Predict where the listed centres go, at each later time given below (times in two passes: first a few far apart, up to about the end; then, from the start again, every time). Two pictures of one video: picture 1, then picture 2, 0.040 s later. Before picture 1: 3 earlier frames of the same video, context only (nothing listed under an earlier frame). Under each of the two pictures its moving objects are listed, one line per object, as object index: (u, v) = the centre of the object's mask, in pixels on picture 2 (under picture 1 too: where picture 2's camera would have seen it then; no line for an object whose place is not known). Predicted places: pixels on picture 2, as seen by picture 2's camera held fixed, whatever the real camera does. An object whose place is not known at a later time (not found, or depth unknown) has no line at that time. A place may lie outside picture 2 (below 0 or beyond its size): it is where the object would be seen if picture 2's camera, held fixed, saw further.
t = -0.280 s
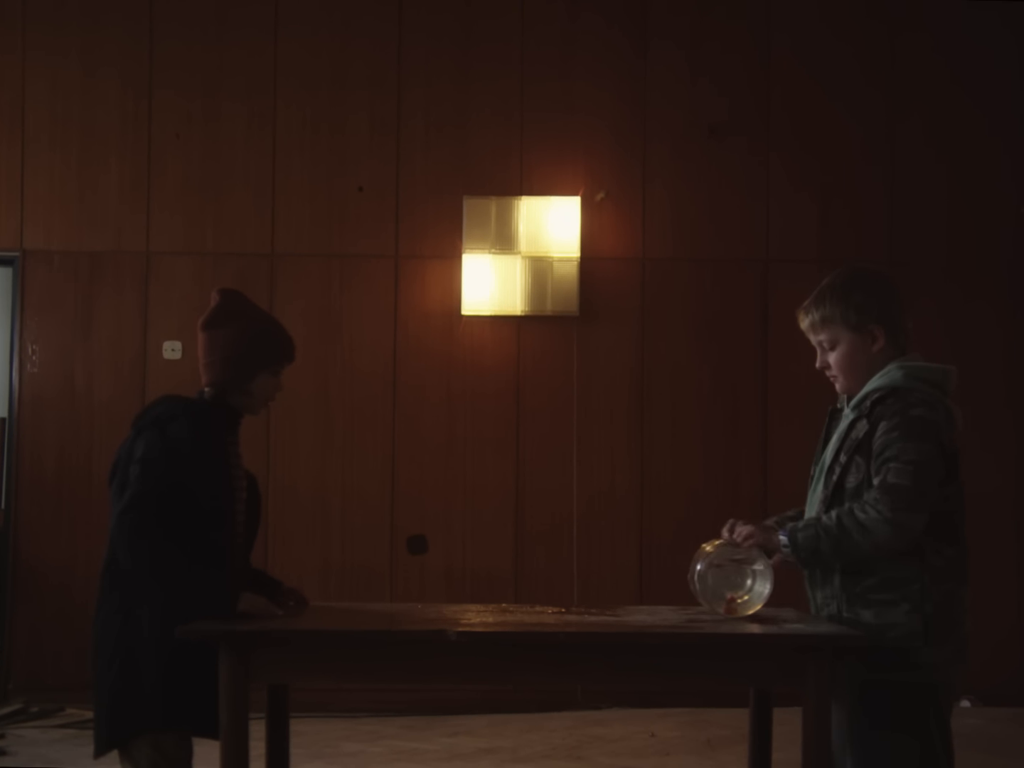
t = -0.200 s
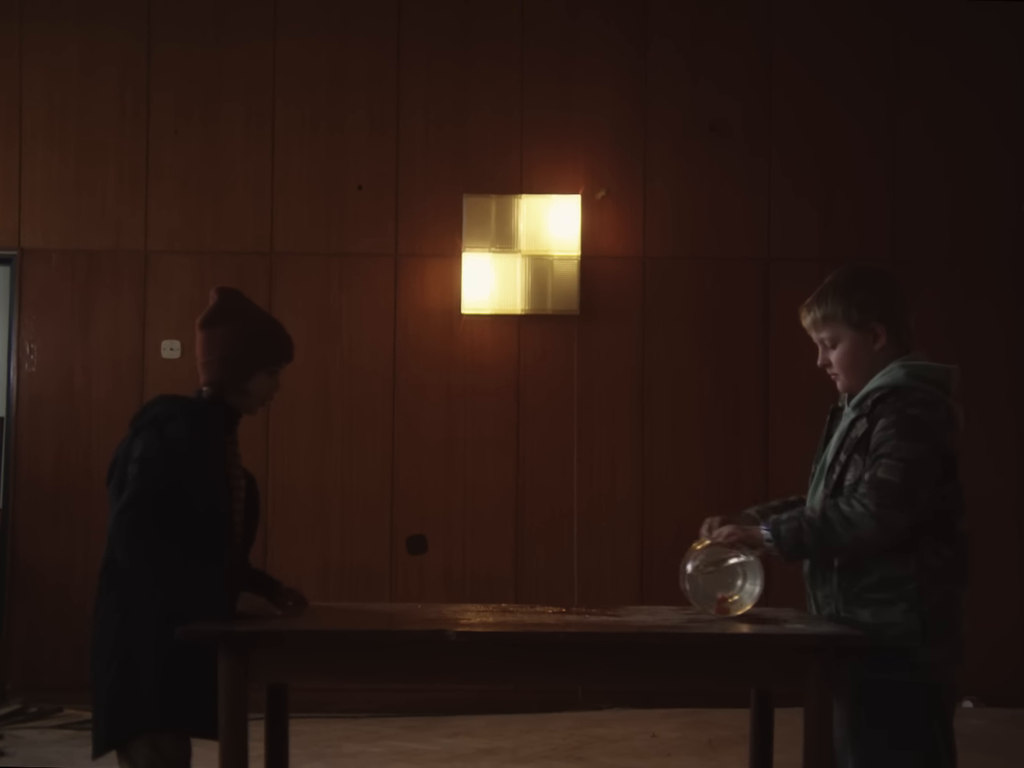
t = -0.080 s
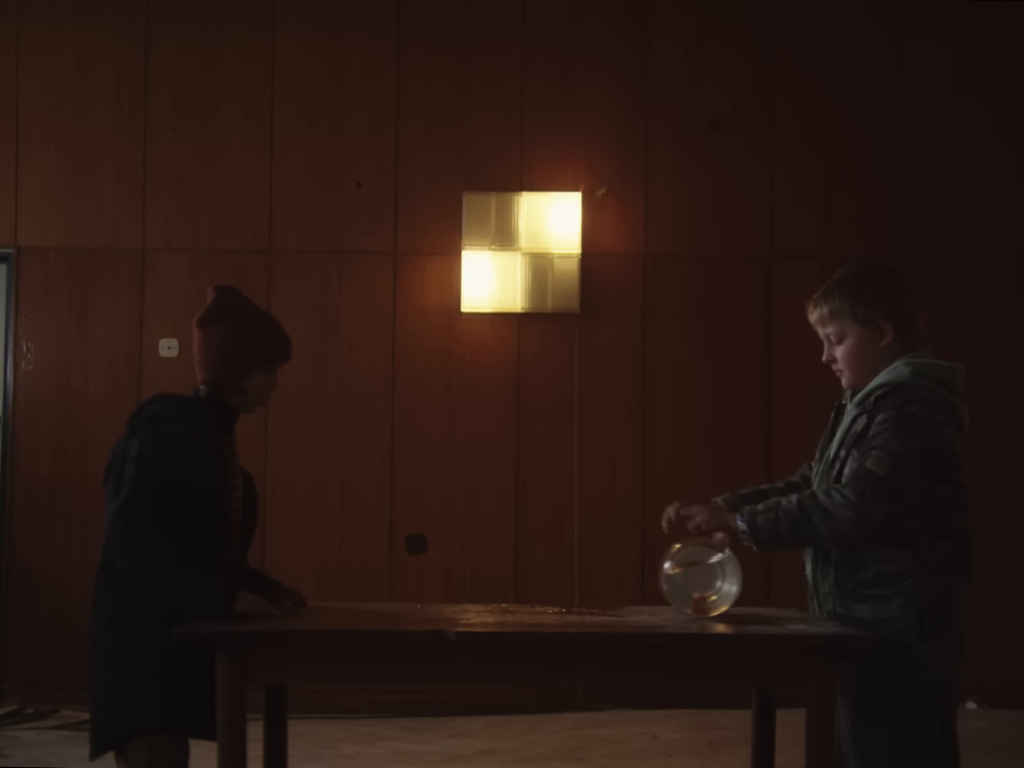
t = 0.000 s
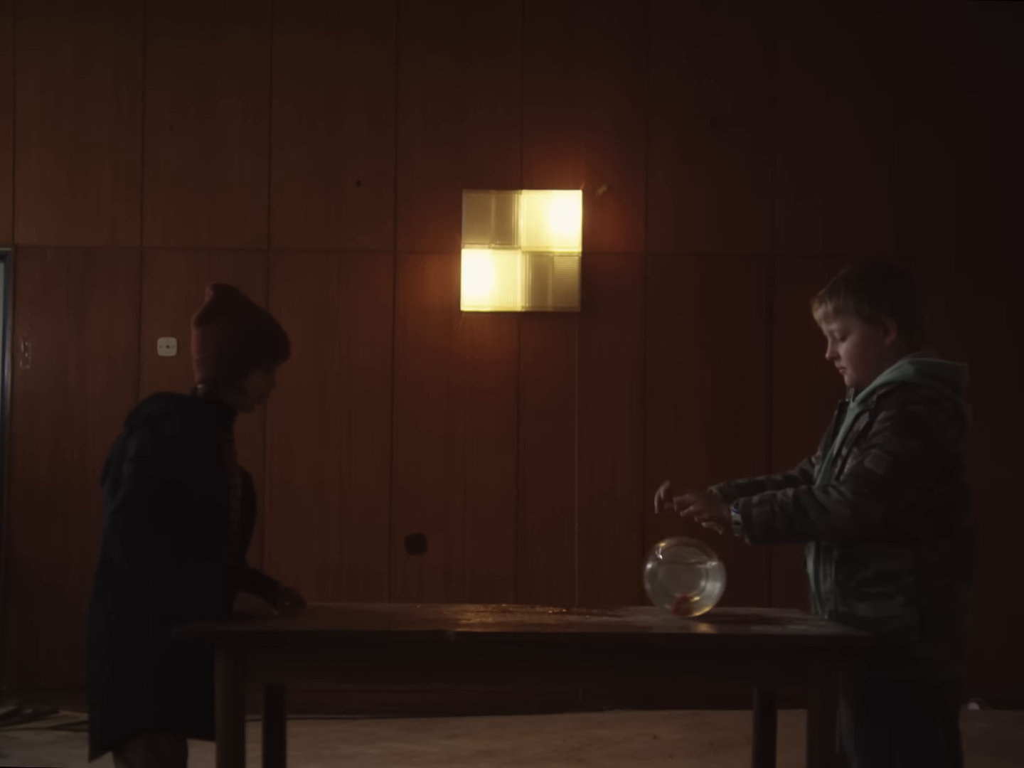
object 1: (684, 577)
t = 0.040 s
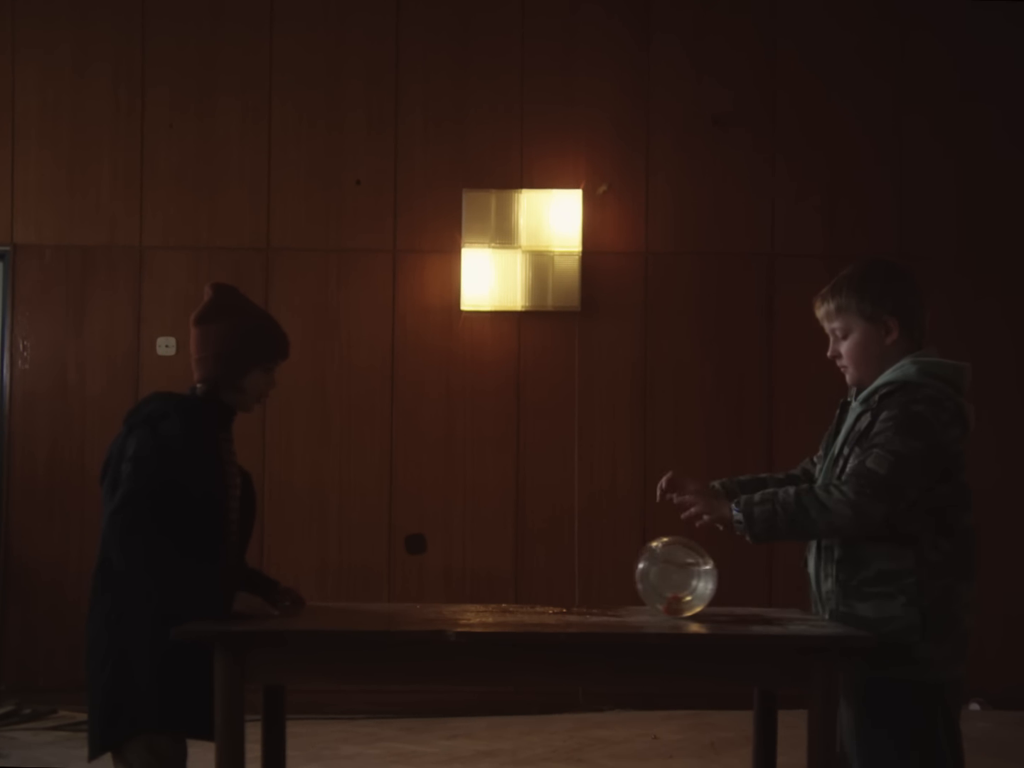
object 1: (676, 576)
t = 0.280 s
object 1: (621, 575)
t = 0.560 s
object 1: (563, 574)
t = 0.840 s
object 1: (508, 573)
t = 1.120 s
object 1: (452, 572)
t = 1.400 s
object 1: (397, 571)
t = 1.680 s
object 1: (346, 571)
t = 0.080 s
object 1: (667, 576)
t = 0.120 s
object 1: (657, 576)
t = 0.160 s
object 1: (648, 576)
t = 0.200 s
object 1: (638, 576)
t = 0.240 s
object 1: (629, 576)
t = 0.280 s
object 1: (621, 575)
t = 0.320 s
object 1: (612, 575)
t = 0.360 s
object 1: (604, 575)
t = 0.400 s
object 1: (596, 575)
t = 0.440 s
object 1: (588, 575)
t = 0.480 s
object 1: (580, 575)
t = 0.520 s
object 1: (571, 574)
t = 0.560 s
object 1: (563, 574)
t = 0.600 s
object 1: (554, 574)
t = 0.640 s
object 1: (546, 574)
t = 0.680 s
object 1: (538, 574)
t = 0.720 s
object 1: (531, 574)
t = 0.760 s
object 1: (523, 573)
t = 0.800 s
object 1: (516, 573)
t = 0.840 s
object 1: (508, 573)
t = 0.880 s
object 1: (500, 573)
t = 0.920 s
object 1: (492, 573)
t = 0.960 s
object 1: (484, 573)
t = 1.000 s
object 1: (475, 572)
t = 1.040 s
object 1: (467, 572)
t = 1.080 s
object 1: (459, 572)
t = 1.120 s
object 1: (452, 572)
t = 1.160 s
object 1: (444, 572)
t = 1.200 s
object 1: (436, 571)
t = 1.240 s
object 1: (428, 571)
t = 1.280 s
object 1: (421, 572)
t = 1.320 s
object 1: (413, 571)
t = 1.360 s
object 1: (405, 571)
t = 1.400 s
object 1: (397, 571)
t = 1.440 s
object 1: (389, 571)
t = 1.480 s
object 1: (382, 571)
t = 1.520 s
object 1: (374, 571)
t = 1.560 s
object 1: (367, 571)
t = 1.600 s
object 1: (360, 571)
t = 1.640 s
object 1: (353, 571)
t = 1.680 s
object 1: (346, 571)
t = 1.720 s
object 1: (339, 570)
